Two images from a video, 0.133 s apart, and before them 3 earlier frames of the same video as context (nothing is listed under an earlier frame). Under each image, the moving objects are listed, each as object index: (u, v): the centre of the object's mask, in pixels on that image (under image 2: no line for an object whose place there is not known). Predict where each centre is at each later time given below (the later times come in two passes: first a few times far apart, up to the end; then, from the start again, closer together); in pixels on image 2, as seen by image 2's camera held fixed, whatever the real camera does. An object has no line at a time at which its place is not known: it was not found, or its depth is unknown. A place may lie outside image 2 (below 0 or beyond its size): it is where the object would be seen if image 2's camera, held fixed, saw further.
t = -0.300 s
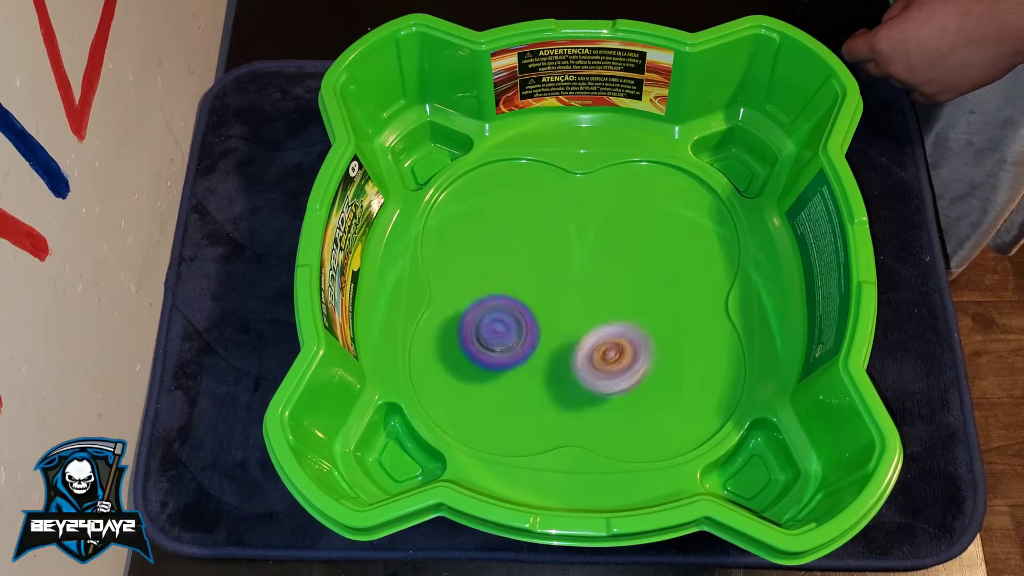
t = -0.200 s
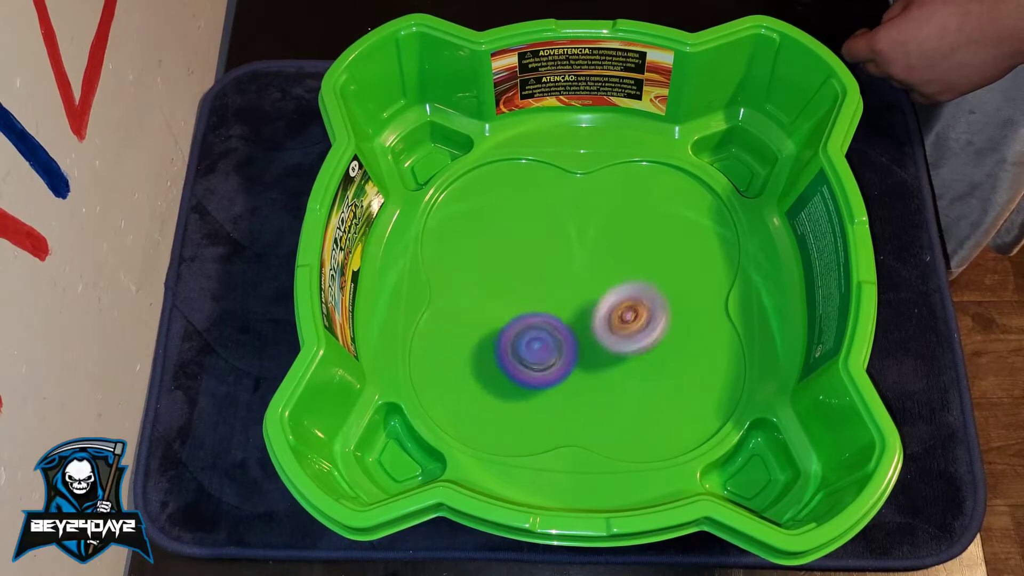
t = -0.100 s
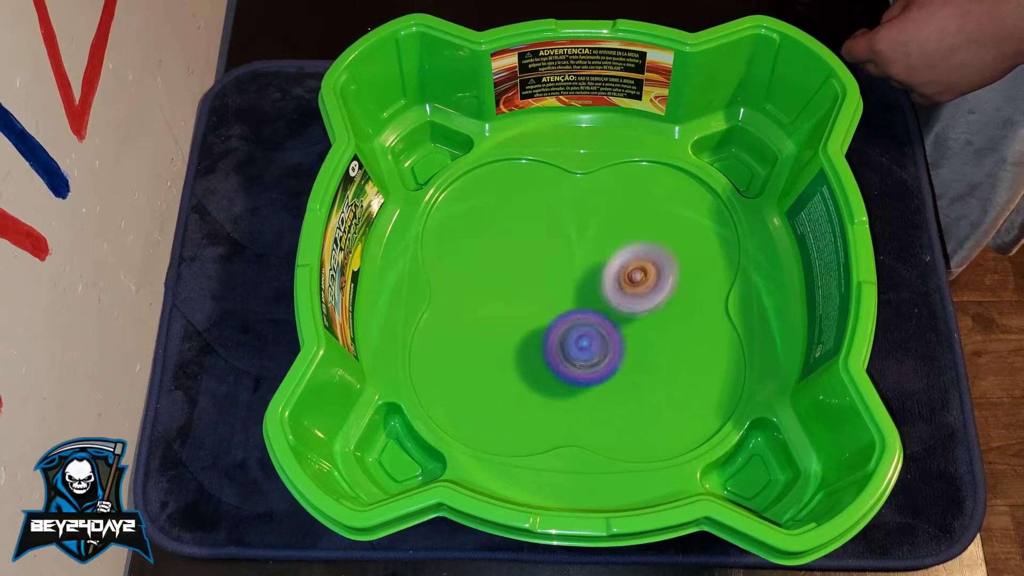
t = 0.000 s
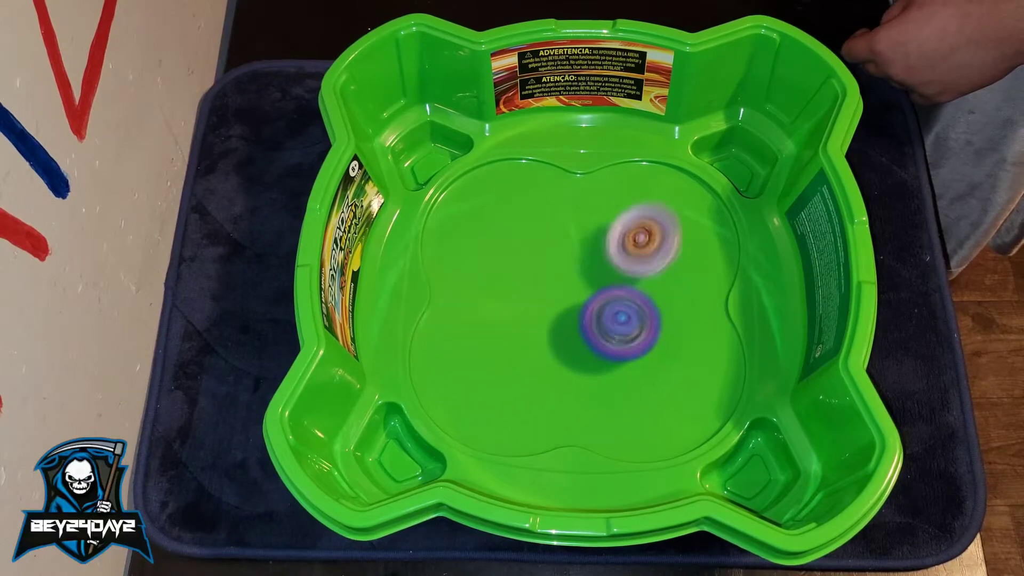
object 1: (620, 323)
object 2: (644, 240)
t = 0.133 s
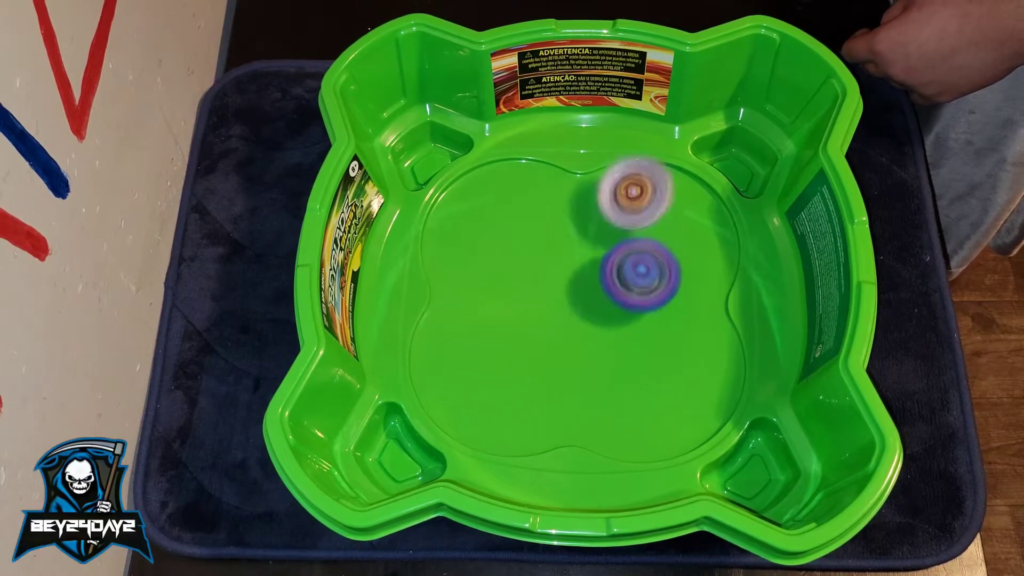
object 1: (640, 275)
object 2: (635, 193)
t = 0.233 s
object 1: (633, 241)
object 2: (618, 161)
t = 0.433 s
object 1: (582, 250)
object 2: (573, 121)
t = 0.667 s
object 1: (565, 322)
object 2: (506, 130)
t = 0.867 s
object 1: (616, 350)
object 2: (478, 181)
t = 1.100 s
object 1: (641, 308)
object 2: (525, 270)
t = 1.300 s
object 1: (698, 248)
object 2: (493, 327)
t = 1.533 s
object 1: (706, 190)
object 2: (528, 353)
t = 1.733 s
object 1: (656, 193)
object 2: (581, 338)
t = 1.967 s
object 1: (568, 222)
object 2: (627, 321)
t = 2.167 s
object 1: (478, 195)
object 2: (669, 363)
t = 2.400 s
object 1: (436, 231)
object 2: (652, 342)
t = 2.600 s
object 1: (458, 280)
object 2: (603, 313)
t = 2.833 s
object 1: (503, 328)
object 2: (583, 279)
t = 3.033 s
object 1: (540, 362)
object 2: (591, 262)
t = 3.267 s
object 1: (610, 339)
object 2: (583, 261)
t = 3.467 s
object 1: (646, 317)
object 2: (572, 233)
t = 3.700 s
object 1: (639, 275)
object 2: (553, 238)
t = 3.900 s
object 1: (606, 268)
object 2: (516, 255)
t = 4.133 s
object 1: (589, 295)
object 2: (492, 292)
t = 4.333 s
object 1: (601, 316)
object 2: (510, 320)
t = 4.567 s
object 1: (635, 302)
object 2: (530, 332)
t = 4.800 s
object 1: (627, 266)
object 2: (548, 315)
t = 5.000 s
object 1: (605, 241)
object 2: (550, 293)
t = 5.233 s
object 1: (584, 249)
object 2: (527, 306)
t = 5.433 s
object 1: (591, 262)
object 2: (525, 332)
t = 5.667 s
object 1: (610, 280)
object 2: (552, 337)
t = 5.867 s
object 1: (630, 274)
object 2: (568, 327)
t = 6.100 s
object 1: (626, 272)
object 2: (556, 308)
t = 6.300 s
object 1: (618, 282)
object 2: (528, 306)
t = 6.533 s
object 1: (597, 302)
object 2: (512, 315)
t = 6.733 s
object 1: (607, 306)
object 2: (491, 327)
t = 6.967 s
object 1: (598, 297)
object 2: (508, 323)
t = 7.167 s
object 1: (591, 284)
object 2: (511, 318)
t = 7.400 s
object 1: (585, 275)
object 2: (507, 318)
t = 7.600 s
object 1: (596, 264)
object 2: (519, 322)
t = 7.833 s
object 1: (614, 250)
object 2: (536, 307)
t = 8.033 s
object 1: (612, 263)
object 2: (535, 290)
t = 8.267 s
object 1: (611, 285)
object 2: (525, 285)
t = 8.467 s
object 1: (607, 306)
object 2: (524, 293)
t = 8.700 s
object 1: (617, 329)
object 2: (528, 281)
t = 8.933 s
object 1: (602, 328)
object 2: (541, 268)
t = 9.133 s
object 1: (595, 323)
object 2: (533, 257)
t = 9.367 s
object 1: (612, 327)
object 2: (518, 255)
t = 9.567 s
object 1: (617, 333)
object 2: (548, 268)
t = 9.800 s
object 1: (596, 332)
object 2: (580, 253)
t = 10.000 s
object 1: (588, 321)
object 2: (571, 245)
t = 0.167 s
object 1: (639, 262)
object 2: (631, 182)
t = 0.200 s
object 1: (637, 251)
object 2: (625, 170)
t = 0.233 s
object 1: (633, 241)
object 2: (618, 161)
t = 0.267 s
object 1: (627, 232)
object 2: (613, 155)
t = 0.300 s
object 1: (619, 232)
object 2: (607, 148)
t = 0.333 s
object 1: (610, 237)
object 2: (602, 142)
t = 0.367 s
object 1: (600, 241)
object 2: (596, 135)
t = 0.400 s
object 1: (591, 244)
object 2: (584, 128)
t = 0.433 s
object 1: (582, 250)
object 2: (573, 121)
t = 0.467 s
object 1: (574, 258)
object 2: (562, 123)
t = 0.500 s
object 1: (567, 268)
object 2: (552, 125)
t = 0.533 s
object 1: (562, 278)
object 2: (541, 126)
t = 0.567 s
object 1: (559, 290)
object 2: (532, 125)
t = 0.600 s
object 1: (559, 301)
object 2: (522, 123)
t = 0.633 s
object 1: (561, 312)
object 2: (514, 126)
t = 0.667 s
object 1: (565, 322)
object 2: (506, 130)
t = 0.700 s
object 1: (572, 331)
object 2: (497, 133)
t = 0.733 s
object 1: (579, 338)
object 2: (487, 138)
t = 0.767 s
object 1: (588, 344)
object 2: (480, 146)
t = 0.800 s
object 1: (597, 348)
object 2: (476, 154)
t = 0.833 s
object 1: (607, 350)
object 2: (475, 168)
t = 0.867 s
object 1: (616, 350)
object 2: (478, 181)
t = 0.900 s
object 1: (625, 348)
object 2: (481, 194)
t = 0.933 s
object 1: (632, 345)
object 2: (485, 207)
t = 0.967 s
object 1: (637, 339)
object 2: (491, 220)
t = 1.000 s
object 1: (642, 332)
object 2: (497, 233)
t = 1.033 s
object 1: (644, 325)
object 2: (506, 246)
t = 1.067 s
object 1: (643, 316)
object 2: (515, 258)
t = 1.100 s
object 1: (641, 308)
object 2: (525, 270)
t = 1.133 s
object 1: (636, 299)
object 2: (538, 281)
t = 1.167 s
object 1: (630, 291)
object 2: (548, 291)
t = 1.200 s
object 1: (651, 280)
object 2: (530, 301)
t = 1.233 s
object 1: (673, 269)
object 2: (512, 311)
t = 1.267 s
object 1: (687, 258)
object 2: (500, 320)
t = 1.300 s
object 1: (698, 248)
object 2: (493, 327)
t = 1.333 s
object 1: (704, 238)
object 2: (493, 335)
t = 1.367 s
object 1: (708, 229)
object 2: (495, 341)
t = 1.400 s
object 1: (713, 219)
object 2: (500, 346)
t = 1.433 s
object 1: (716, 210)
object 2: (505, 349)
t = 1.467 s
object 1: (717, 202)
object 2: (512, 351)
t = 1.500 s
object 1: (714, 194)
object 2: (519, 353)
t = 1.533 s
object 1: (706, 190)
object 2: (528, 353)
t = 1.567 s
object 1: (699, 186)
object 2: (537, 353)
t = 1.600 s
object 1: (692, 185)
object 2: (546, 352)
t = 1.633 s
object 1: (685, 185)
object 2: (555, 350)
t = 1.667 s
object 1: (676, 187)
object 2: (564, 347)
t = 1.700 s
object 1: (666, 189)
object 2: (573, 343)
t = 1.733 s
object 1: (656, 193)
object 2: (581, 338)
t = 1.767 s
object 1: (645, 198)
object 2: (589, 332)
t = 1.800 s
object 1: (633, 204)
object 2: (596, 326)
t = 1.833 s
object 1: (621, 211)
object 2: (602, 320)
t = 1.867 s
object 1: (610, 218)
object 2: (606, 314)
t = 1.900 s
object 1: (598, 227)
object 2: (611, 309)
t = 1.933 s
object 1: (587, 234)
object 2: (616, 304)
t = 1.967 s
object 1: (568, 222)
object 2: (627, 321)
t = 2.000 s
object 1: (547, 209)
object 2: (640, 338)
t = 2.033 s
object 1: (529, 200)
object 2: (651, 351)
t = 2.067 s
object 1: (513, 195)
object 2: (660, 359)
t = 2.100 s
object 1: (500, 193)
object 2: (665, 362)
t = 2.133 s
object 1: (488, 194)
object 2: (668, 363)
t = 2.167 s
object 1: (478, 195)
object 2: (669, 363)
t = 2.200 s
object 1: (467, 198)
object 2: (669, 362)
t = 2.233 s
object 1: (456, 200)
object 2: (668, 361)
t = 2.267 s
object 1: (446, 203)
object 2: (667, 357)
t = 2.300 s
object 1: (437, 206)
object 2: (665, 354)
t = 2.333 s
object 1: (435, 212)
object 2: (663, 350)
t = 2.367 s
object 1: (436, 222)
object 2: (659, 346)
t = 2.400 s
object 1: (436, 231)
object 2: (652, 342)
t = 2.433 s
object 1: (436, 239)
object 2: (646, 337)
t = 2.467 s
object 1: (438, 247)
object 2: (638, 332)
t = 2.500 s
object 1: (440, 256)
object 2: (630, 326)
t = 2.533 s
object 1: (445, 264)
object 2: (623, 321)
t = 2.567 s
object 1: (451, 273)
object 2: (613, 317)
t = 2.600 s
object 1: (458, 280)
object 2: (603, 313)
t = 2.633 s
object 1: (467, 288)
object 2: (594, 309)
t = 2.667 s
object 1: (477, 295)
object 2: (584, 305)
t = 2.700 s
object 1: (489, 302)
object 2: (576, 299)
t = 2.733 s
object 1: (492, 308)
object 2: (577, 295)
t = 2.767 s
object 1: (495, 314)
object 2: (578, 292)
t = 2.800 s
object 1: (501, 320)
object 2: (578, 287)
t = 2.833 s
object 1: (503, 328)
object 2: (583, 279)
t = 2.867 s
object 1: (504, 337)
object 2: (588, 272)
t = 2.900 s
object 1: (508, 344)
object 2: (591, 267)
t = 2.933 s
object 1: (514, 351)
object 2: (591, 267)
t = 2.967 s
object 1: (522, 356)
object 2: (591, 266)
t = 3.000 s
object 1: (530, 360)
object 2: (591, 263)
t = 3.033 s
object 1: (540, 362)
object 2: (591, 262)
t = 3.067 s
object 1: (550, 363)
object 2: (592, 261)
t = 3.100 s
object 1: (561, 361)
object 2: (592, 262)
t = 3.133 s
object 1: (572, 359)
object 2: (590, 262)
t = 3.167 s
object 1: (583, 354)
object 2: (588, 262)
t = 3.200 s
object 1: (592, 348)
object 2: (587, 262)
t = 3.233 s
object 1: (601, 341)
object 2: (587, 264)
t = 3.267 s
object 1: (610, 339)
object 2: (583, 261)
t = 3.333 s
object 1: (625, 339)
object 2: (579, 245)
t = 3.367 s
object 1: (632, 335)
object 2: (578, 239)
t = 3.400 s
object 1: (638, 330)
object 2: (577, 237)
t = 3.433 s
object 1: (643, 324)
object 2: (575, 235)
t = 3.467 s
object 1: (646, 317)
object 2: (572, 233)
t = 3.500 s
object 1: (649, 310)
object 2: (570, 231)
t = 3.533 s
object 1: (649, 303)
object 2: (571, 232)
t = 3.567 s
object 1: (648, 296)
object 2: (569, 234)
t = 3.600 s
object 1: (645, 288)
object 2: (568, 237)
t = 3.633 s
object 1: (640, 281)
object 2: (566, 239)
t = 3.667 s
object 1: (639, 277)
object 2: (560, 240)
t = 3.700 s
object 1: (639, 275)
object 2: (553, 238)
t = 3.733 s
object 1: (635, 272)
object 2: (546, 239)
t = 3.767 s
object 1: (629, 270)
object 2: (540, 241)
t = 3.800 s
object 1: (622, 267)
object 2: (536, 241)
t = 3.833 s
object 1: (614, 266)
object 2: (532, 245)
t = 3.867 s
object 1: (609, 266)
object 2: (525, 249)
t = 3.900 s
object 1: (606, 268)
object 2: (516, 255)
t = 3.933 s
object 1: (602, 269)
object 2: (513, 257)
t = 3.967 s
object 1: (597, 272)
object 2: (509, 263)
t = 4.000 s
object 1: (592, 275)
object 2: (507, 268)
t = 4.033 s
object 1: (587, 280)
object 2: (503, 273)
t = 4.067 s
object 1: (586, 284)
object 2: (501, 278)
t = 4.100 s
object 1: (588, 289)
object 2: (495, 285)
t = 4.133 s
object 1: (589, 295)
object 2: (492, 292)
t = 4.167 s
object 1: (590, 299)
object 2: (492, 296)
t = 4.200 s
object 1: (592, 304)
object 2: (494, 301)
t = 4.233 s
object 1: (594, 308)
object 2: (497, 307)
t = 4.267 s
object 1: (596, 311)
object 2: (498, 312)
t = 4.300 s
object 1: (599, 314)
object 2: (505, 316)
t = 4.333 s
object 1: (601, 316)
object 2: (510, 320)
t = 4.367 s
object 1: (603, 317)
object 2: (516, 324)
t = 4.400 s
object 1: (605, 318)
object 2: (523, 325)
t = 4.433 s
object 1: (611, 317)
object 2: (525, 328)
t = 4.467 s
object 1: (621, 315)
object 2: (523, 331)
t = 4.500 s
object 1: (628, 312)
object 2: (521, 333)
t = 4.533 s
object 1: (632, 307)
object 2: (525, 332)
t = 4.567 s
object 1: (635, 302)
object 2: (530, 332)
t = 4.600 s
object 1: (636, 298)
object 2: (532, 330)
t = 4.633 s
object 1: (635, 293)
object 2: (538, 327)
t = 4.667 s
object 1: (633, 288)
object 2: (543, 323)
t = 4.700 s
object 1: (630, 284)
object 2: (546, 320)
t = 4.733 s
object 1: (625, 280)
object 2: (552, 314)
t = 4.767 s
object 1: (626, 273)
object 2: (550, 315)
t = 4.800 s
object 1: (627, 266)
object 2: (548, 315)
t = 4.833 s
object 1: (625, 260)
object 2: (549, 310)
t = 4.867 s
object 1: (622, 255)
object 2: (550, 305)
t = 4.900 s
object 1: (618, 251)
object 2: (549, 302)
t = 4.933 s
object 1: (613, 247)
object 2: (550, 296)
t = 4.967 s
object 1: (609, 245)
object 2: (551, 293)
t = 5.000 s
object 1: (605, 241)
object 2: (550, 293)
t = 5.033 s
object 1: (603, 239)
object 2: (545, 294)
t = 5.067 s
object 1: (601, 237)
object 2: (541, 297)
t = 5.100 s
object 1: (597, 237)
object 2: (538, 299)
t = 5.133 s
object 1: (593, 238)
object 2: (534, 299)
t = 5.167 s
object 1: (591, 240)
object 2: (531, 302)
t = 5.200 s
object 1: (587, 244)
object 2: (528, 306)
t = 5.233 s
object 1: (584, 249)
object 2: (527, 306)
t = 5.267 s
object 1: (580, 253)
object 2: (527, 310)
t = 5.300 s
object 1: (582, 256)
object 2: (522, 318)
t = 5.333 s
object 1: (585, 256)
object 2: (523, 323)
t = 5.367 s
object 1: (587, 258)
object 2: (524, 327)
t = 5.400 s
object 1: (589, 260)
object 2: (523, 329)
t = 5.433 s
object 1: (591, 262)
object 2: (525, 332)
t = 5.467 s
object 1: (593, 265)
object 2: (528, 335)
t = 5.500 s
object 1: (595, 268)
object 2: (532, 335)
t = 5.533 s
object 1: (597, 271)
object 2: (537, 337)
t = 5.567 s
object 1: (599, 275)
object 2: (540, 336)
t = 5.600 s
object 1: (601, 278)
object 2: (546, 335)
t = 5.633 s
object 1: (603, 280)
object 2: (551, 336)
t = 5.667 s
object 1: (610, 280)
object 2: (552, 337)
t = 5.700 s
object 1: (615, 280)
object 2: (555, 338)
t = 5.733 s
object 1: (620, 278)
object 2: (556, 338)
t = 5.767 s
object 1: (624, 277)
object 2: (560, 336)
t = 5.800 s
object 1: (627, 276)
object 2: (563, 334)
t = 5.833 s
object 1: (630, 275)
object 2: (565, 331)
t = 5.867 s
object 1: (630, 274)
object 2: (568, 327)
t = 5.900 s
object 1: (631, 273)
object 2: (569, 324)
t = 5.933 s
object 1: (632, 273)
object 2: (570, 322)
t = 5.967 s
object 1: (632, 271)
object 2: (568, 320)
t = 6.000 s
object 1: (632, 271)
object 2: (564, 318)
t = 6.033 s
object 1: (631, 271)
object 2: (562, 316)
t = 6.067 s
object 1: (630, 270)
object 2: (559, 313)
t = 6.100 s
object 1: (626, 272)
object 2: (556, 308)
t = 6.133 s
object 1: (624, 273)
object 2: (553, 306)
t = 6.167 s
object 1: (622, 274)
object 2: (548, 307)
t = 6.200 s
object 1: (619, 276)
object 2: (544, 307)
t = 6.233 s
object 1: (619, 277)
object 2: (538, 307)
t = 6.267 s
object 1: (620, 279)
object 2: (532, 306)
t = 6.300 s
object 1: (618, 282)
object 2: (528, 306)
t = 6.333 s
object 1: (616, 285)
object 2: (524, 306)
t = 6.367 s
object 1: (614, 287)
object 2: (520, 307)
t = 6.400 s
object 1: (611, 291)
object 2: (517, 308)
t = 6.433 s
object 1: (608, 293)
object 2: (514, 308)
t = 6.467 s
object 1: (604, 296)
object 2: (512, 311)
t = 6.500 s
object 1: (601, 299)
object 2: (511, 313)
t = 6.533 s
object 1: (597, 302)
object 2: (512, 315)
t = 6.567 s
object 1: (593, 305)
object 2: (513, 317)
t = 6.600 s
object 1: (598, 306)
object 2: (507, 321)
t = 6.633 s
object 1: (603, 307)
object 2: (500, 322)
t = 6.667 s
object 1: (603, 308)
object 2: (494, 325)
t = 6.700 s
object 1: (606, 308)
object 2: (493, 327)
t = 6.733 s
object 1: (607, 306)
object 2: (491, 327)
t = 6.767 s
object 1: (607, 306)
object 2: (489, 328)
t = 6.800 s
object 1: (608, 305)
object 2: (489, 331)
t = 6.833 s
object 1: (605, 303)
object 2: (492, 329)
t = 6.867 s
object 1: (605, 302)
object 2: (494, 329)
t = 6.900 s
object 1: (603, 299)
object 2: (497, 328)
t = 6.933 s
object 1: (600, 299)
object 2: (502, 326)
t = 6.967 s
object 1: (598, 297)
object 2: (508, 323)
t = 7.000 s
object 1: (593, 295)
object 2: (512, 319)
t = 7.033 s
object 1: (591, 294)
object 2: (516, 316)
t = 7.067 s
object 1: (590, 291)
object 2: (517, 315)
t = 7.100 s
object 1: (590, 289)
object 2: (515, 316)
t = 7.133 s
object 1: (591, 287)
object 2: (512, 318)
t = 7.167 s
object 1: (591, 284)
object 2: (511, 318)
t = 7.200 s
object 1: (591, 282)
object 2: (509, 315)
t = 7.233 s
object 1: (590, 279)
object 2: (506, 315)
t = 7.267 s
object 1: (590, 278)
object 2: (504, 313)
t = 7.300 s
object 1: (589, 276)
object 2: (502, 316)
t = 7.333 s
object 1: (588, 275)
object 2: (503, 316)
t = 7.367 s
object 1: (587, 275)
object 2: (503, 318)
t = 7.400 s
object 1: (585, 275)
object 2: (507, 318)
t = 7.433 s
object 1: (584, 275)
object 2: (508, 318)
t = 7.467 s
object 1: (582, 275)
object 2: (513, 316)
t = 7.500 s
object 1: (582, 275)
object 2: (516, 315)
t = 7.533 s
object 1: (585, 273)
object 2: (516, 318)
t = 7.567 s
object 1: (591, 267)
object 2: (516, 323)
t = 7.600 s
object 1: (596, 264)
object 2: (519, 322)
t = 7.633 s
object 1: (599, 260)
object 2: (521, 321)
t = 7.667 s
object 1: (602, 258)
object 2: (523, 320)
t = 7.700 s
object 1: (605, 255)
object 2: (525, 319)
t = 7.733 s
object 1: (609, 254)
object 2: (529, 318)
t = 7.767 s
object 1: (611, 251)
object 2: (532, 314)
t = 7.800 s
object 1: (613, 251)
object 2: (535, 311)
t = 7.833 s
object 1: (614, 250)
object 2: (536, 307)
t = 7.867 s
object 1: (614, 252)
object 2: (536, 305)
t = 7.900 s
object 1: (614, 252)
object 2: (536, 302)
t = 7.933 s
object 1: (613, 255)
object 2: (537, 299)
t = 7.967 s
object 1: (612, 257)
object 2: (538, 296)
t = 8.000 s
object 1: (611, 260)
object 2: (538, 292)
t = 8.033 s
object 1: (612, 263)
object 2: (535, 290)
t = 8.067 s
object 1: (614, 266)
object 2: (531, 290)
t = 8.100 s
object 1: (614, 268)
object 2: (527, 288)
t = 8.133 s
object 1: (615, 271)
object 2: (524, 288)
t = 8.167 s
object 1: (615, 274)
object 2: (524, 288)
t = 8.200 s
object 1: (615, 277)
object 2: (525, 287)
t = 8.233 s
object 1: (613, 282)
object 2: (526, 286)
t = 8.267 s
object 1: (611, 285)
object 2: (525, 285)
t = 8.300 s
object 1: (609, 289)
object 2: (524, 285)
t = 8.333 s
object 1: (606, 292)
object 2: (525, 286)
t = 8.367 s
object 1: (606, 296)
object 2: (523, 287)
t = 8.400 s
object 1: (607, 301)
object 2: (522, 288)
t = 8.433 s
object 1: (608, 303)
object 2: (521, 290)
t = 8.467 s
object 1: (607, 306)
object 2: (524, 293)
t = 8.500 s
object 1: (609, 310)
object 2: (526, 291)
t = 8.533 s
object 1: (611, 315)
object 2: (527, 291)
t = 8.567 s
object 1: (611, 318)
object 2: (531, 289)
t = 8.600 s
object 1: (613, 321)
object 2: (529, 286)
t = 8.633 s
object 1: (616, 324)
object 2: (527, 285)
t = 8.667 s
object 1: (616, 327)
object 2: (528, 283)
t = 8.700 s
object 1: (617, 329)
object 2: (528, 281)
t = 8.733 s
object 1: (616, 330)
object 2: (531, 279)
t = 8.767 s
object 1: (615, 331)
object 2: (532, 278)
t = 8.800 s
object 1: (612, 331)
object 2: (532, 278)
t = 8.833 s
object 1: (610, 330)
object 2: (536, 276)
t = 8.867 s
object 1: (607, 329)
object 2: (540, 274)
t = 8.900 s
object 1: (604, 327)
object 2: (544, 272)
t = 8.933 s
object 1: (602, 328)
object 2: (541, 268)
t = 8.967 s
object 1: (600, 326)
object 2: (540, 268)
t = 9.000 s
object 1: (598, 325)
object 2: (541, 268)
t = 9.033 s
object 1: (596, 324)
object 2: (540, 266)
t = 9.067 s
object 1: (597, 325)
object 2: (536, 264)
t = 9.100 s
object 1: (597, 324)
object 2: (535, 258)
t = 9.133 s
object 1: (595, 323)
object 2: (533, 257)
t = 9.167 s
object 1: (594, 321)
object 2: (533, 259)
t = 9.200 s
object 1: (593, 319)
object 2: (535, 260)
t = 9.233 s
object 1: (592, 318)
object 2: (538, 261)
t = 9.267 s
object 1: (592, 315)
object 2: (538, 260)
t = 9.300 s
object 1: (602, 321)
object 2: (529, 257)
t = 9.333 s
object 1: (609, 324)
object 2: (522, 255)
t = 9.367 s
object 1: (612, 327)
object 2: (518, 255)
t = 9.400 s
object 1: (613, 327)
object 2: (518, 260)
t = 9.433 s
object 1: (613, 327)
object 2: (520, 261)
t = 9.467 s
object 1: (615, 327)
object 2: (528, 264)
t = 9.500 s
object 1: (618, 329)
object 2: (531, 265)
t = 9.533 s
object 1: (619, 332)
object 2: (539, 265)
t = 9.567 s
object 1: (617, 333)
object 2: (548, 268)
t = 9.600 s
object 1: (615, 334)
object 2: (559, 268)
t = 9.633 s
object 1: (613, 335)
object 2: (563, 269)
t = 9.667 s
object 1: (611, 335)
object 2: (571, 267)
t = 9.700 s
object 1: (608, 334)
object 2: (574, 268)
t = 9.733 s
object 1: (605, 333)
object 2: (578, 263)
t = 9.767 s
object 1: (601, 333)
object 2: (576, 260)
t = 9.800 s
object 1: (596, 332)
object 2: (580, 253)
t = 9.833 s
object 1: (594, 331)
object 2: (578, 249)
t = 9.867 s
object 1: (592, 330)
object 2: (579, 247)
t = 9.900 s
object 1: (591, 327)
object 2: (577, 245)
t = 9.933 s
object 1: (590, 326)
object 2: (575, 246)
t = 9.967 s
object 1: (588, 323)
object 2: (575, 246)
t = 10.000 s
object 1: (588, 321)
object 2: (571, 245)
